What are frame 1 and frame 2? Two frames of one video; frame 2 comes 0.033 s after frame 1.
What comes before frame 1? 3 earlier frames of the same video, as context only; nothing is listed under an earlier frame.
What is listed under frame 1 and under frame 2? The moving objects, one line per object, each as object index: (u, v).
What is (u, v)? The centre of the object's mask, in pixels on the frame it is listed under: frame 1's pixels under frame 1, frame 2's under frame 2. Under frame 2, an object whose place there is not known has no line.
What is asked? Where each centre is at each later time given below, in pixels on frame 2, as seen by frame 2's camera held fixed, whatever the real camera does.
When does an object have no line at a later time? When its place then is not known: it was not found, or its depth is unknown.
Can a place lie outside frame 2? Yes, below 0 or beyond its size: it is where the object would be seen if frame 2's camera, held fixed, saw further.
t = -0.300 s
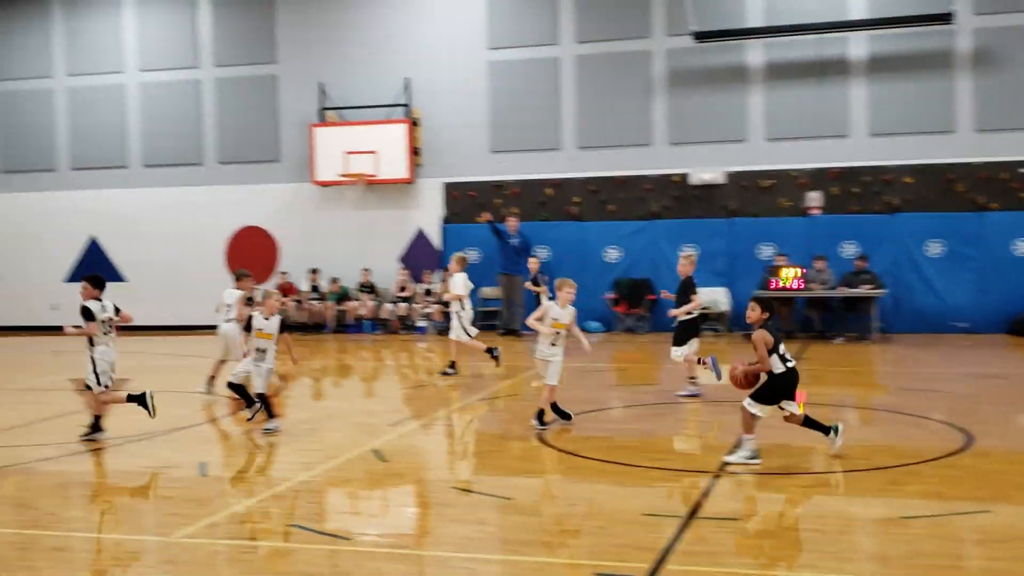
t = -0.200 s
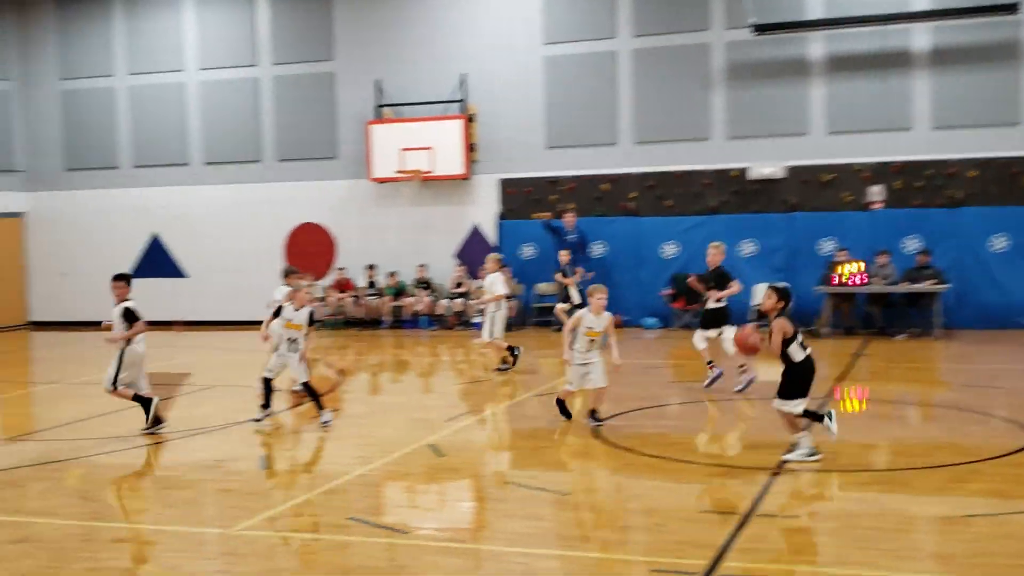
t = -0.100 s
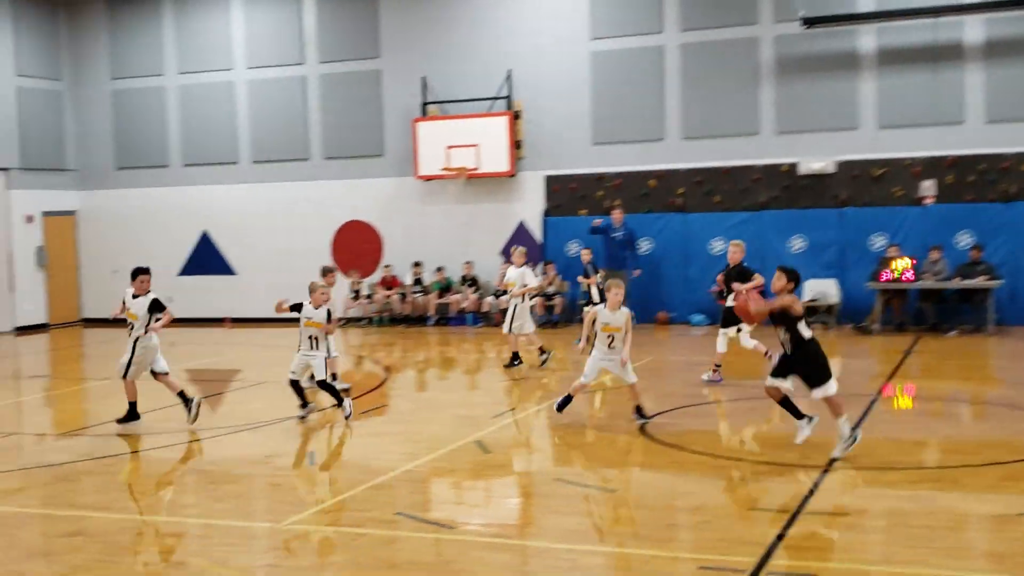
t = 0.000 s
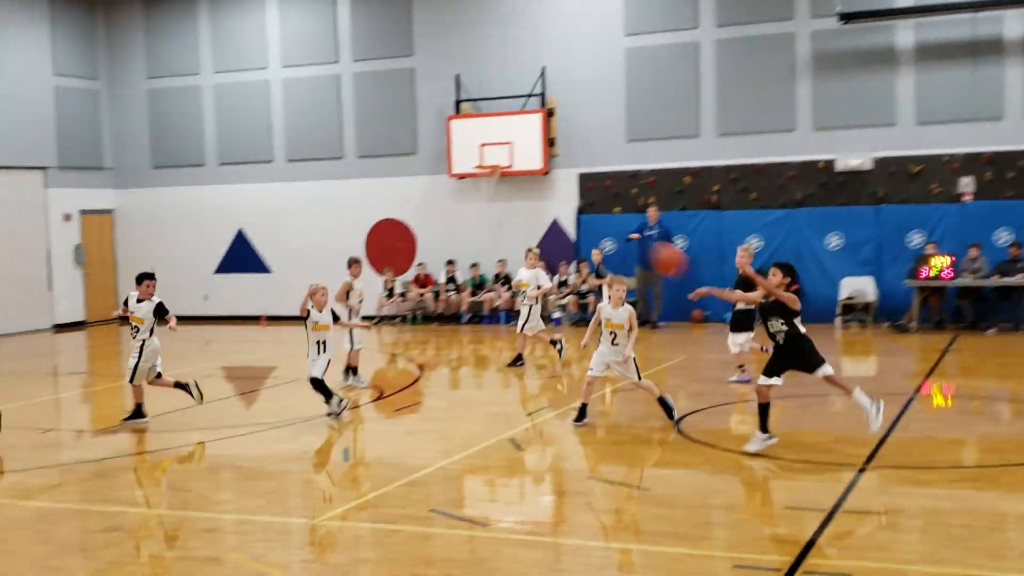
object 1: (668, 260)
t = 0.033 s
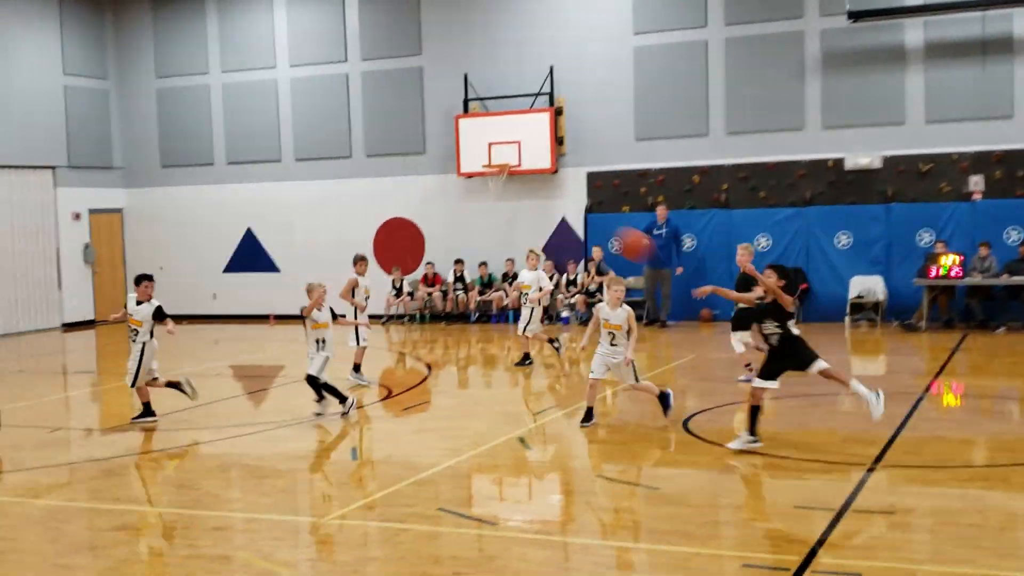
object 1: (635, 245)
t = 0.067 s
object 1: (595, 231)
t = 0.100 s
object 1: (548, 219)
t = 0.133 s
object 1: (507, 209)
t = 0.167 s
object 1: (465, 200)
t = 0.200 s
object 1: (423, 193)
